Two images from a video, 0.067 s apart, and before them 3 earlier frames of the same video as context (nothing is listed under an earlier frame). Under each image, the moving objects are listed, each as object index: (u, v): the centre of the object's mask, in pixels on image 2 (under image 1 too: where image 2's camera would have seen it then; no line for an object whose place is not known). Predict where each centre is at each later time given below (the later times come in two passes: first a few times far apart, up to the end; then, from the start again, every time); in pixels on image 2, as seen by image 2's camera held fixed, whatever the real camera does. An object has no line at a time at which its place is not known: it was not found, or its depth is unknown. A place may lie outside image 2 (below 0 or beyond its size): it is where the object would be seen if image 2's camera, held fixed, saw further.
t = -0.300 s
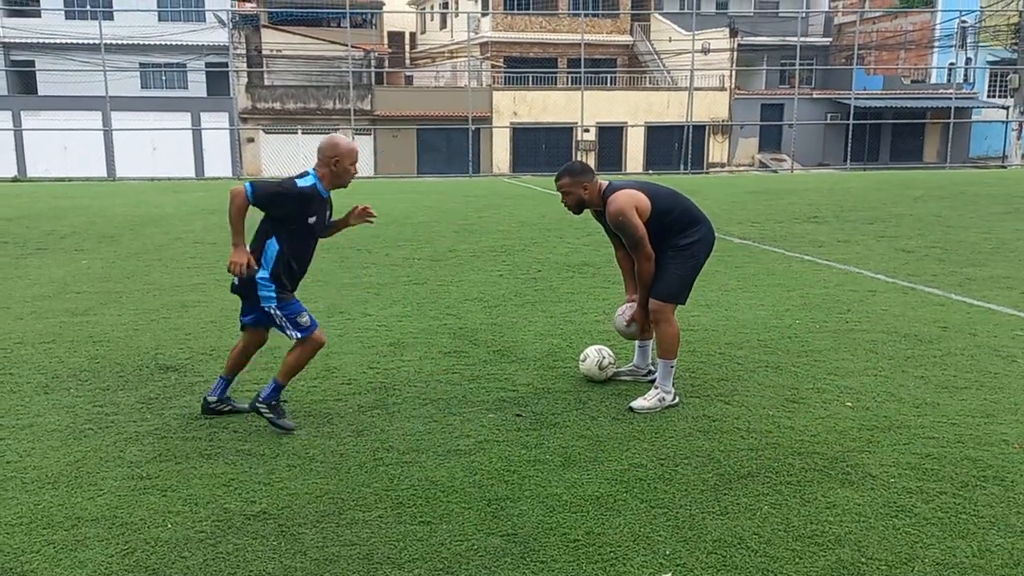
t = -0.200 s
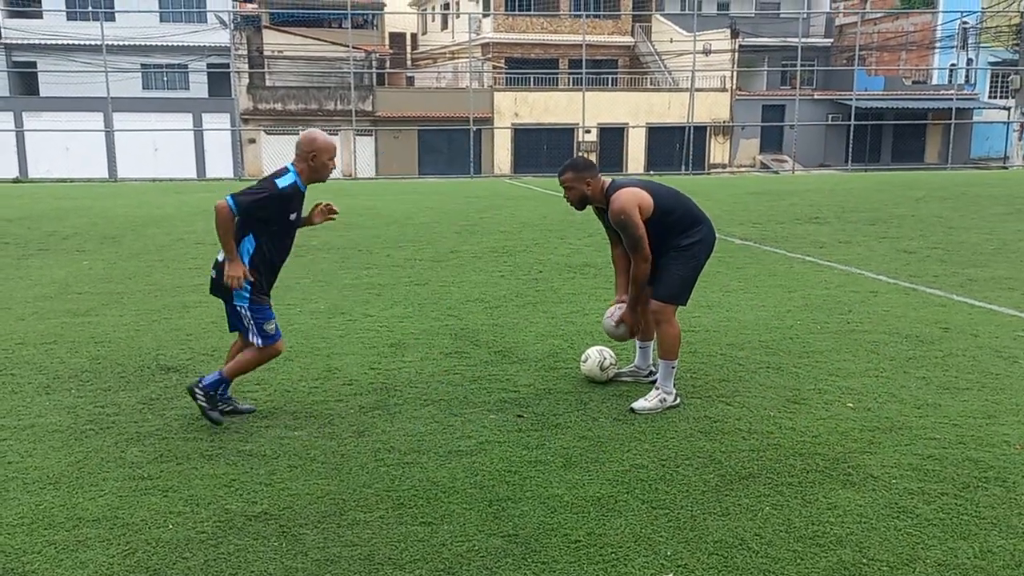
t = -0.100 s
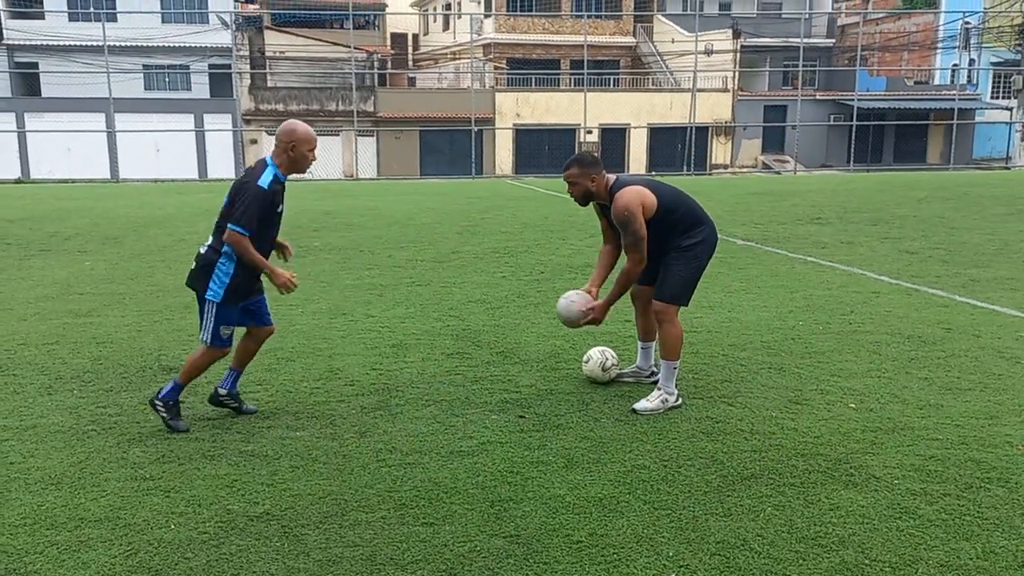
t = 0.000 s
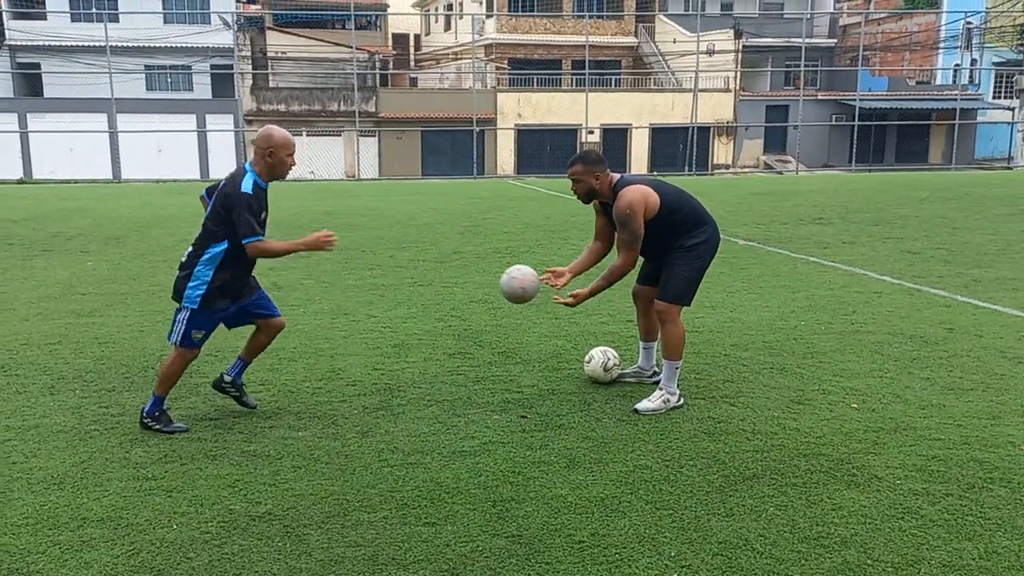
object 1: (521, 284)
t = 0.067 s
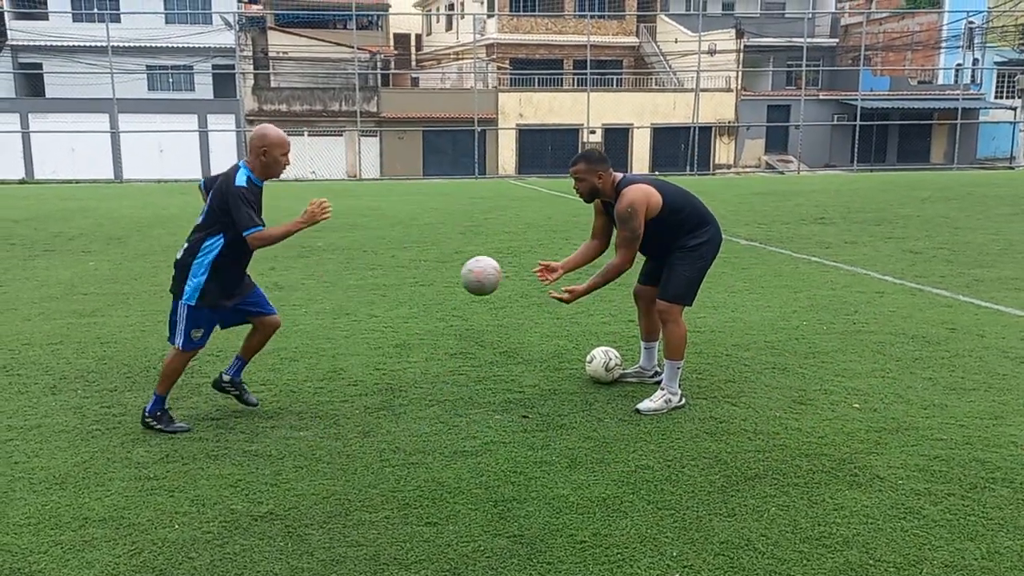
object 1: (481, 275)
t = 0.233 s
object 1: (377, 289)
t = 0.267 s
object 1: (356, 298)
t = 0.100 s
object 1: (461, 274)
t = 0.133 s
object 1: (440, 275)
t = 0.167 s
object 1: (419, 278)
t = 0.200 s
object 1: (398, 282)
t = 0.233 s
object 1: (377, 289)
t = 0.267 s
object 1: (356, 298)
